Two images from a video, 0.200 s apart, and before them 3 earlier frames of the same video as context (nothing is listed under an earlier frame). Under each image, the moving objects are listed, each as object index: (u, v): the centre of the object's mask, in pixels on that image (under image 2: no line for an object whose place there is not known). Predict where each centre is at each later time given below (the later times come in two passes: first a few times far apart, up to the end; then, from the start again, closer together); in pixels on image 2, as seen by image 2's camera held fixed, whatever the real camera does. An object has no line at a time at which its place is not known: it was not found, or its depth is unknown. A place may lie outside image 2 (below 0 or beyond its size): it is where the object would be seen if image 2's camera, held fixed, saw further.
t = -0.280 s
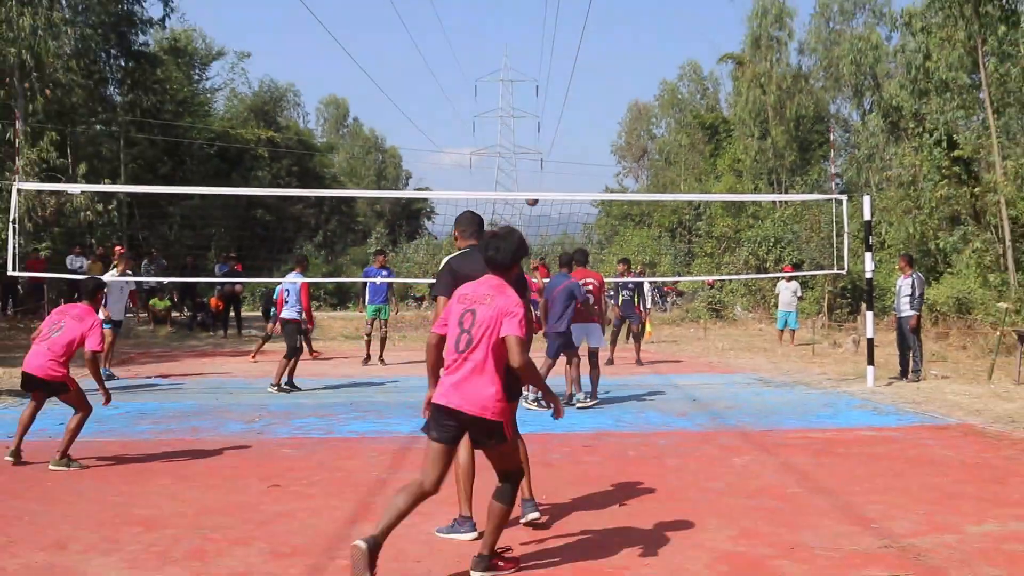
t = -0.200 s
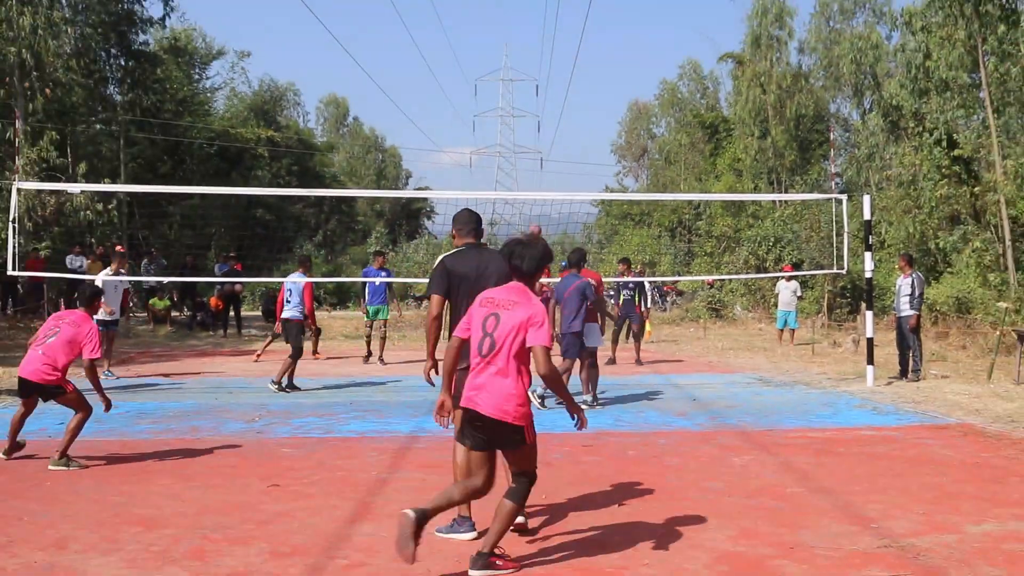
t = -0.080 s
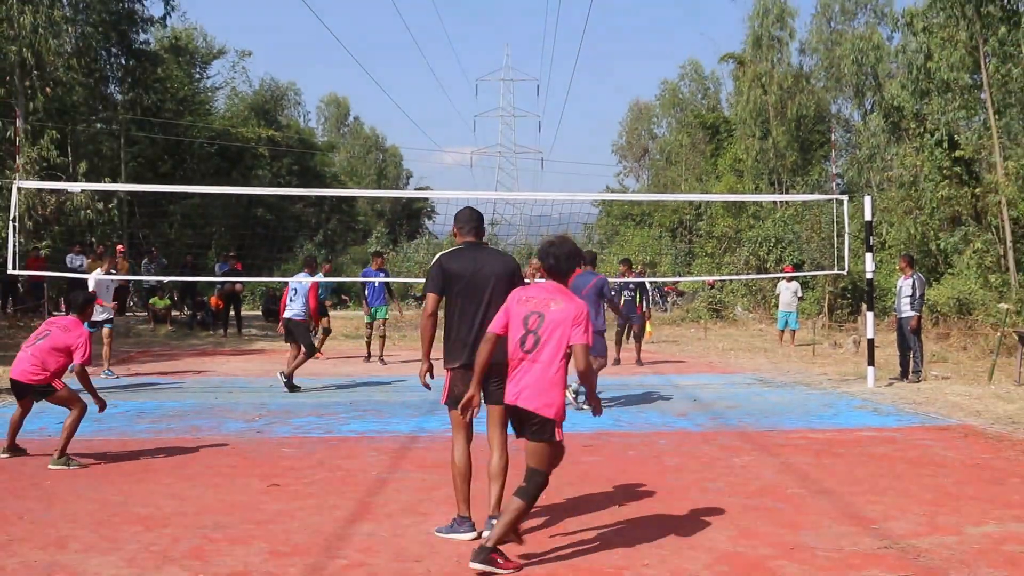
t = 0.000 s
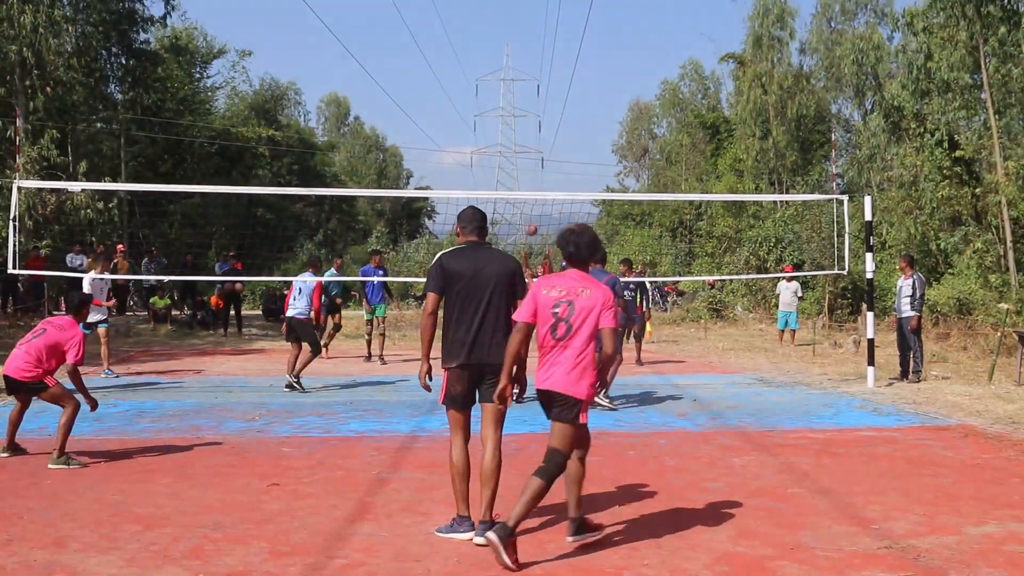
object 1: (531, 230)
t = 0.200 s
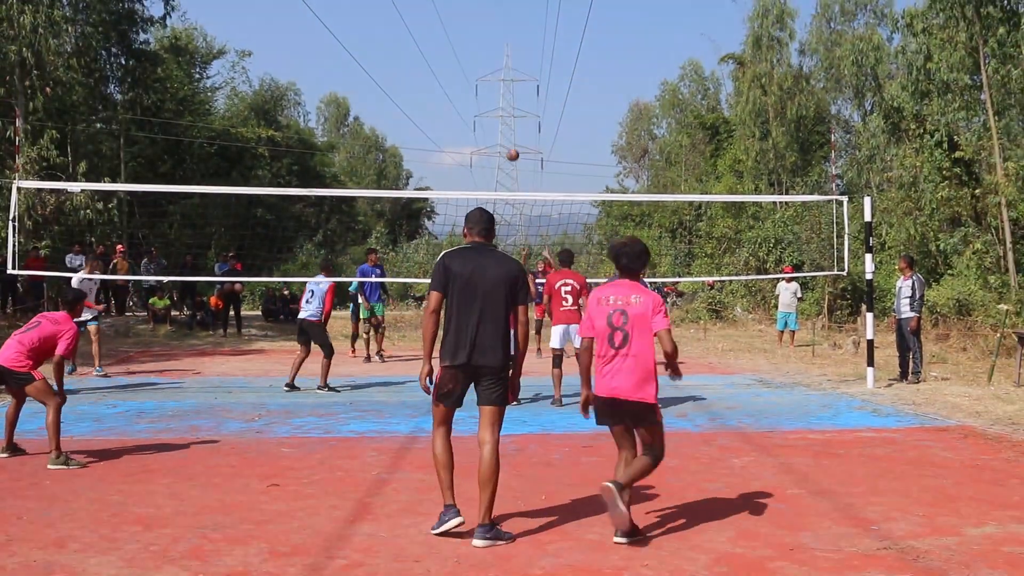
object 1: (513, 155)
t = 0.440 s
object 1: (490, 92)
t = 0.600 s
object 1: (474, 69)
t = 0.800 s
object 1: (452, 64)
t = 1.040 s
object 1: (425, 95)
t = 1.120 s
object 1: (416, 115)
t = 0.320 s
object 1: (501, 118)
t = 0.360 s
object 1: (498, 109)
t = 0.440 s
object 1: (490, 92)
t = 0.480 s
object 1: (486, 85)
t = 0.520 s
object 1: (482, 79)
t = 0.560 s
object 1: (478, 74)
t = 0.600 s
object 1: (474, 69)
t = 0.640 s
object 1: (470, 66)
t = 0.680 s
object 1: (465, 64)
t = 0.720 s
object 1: (461, 63)
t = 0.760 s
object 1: (457, 63)
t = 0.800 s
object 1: (452, 64)
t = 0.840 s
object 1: (448, 67)
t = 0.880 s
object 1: (444, 70)
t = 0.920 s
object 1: (439, 74)
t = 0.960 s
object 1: (434, 80)
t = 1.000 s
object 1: (430, 87)
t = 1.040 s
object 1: (425, 95)
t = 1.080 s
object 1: (421, 105)
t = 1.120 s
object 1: (416, 115)
